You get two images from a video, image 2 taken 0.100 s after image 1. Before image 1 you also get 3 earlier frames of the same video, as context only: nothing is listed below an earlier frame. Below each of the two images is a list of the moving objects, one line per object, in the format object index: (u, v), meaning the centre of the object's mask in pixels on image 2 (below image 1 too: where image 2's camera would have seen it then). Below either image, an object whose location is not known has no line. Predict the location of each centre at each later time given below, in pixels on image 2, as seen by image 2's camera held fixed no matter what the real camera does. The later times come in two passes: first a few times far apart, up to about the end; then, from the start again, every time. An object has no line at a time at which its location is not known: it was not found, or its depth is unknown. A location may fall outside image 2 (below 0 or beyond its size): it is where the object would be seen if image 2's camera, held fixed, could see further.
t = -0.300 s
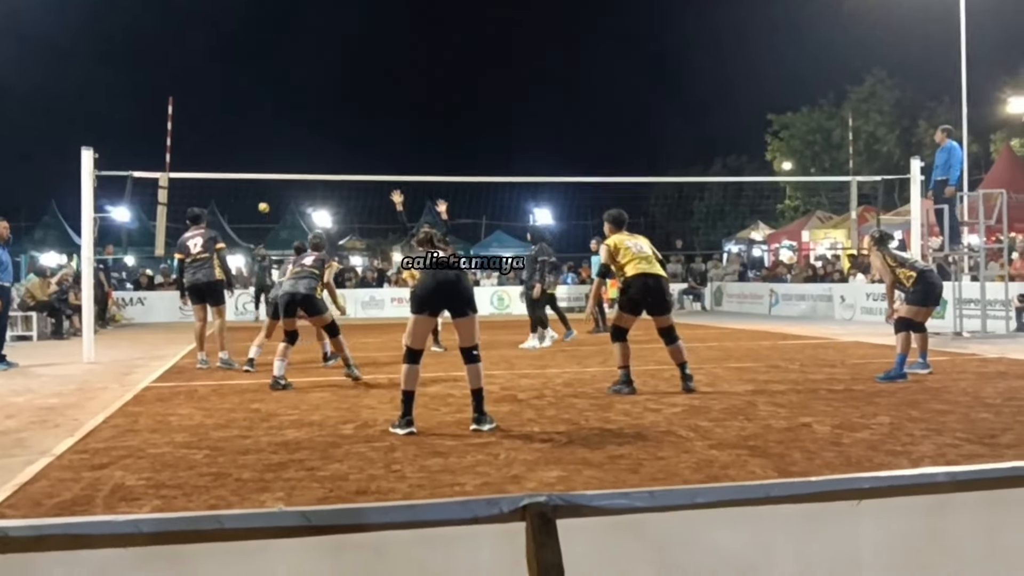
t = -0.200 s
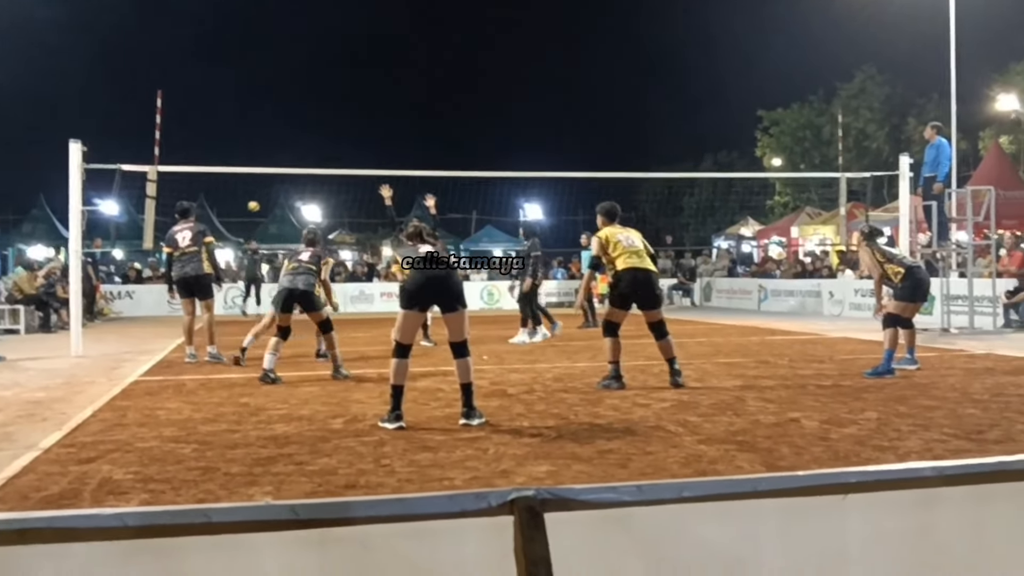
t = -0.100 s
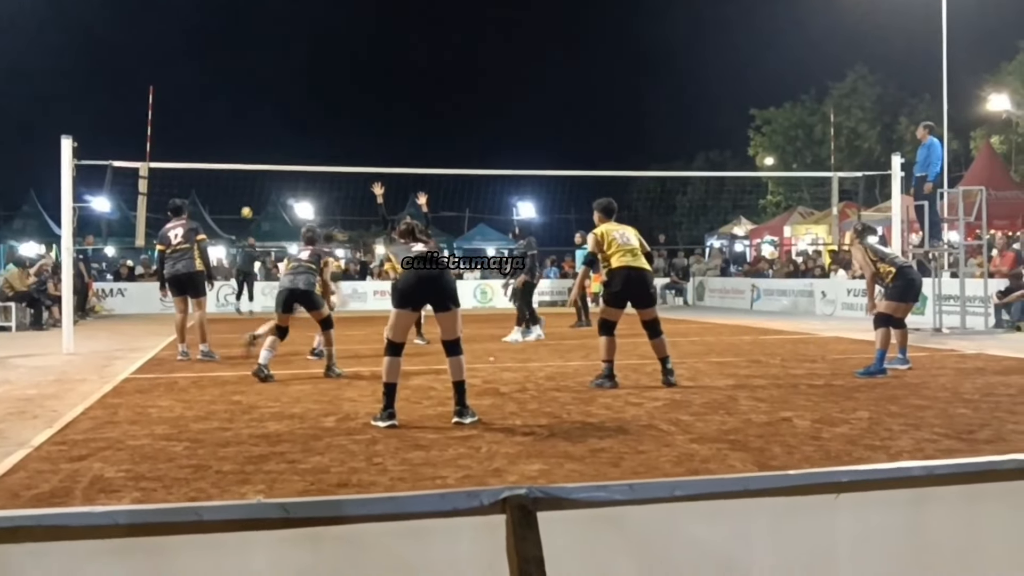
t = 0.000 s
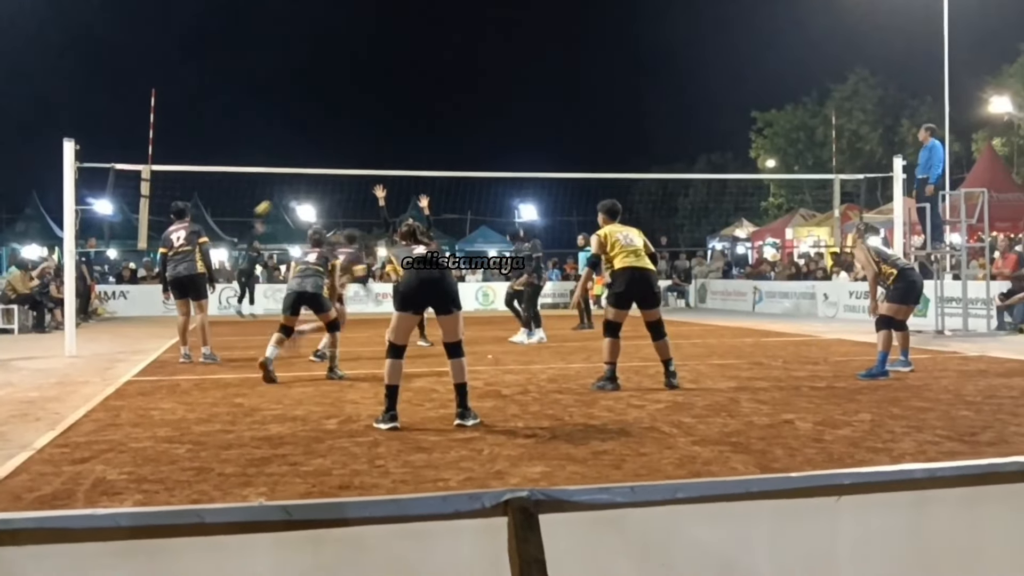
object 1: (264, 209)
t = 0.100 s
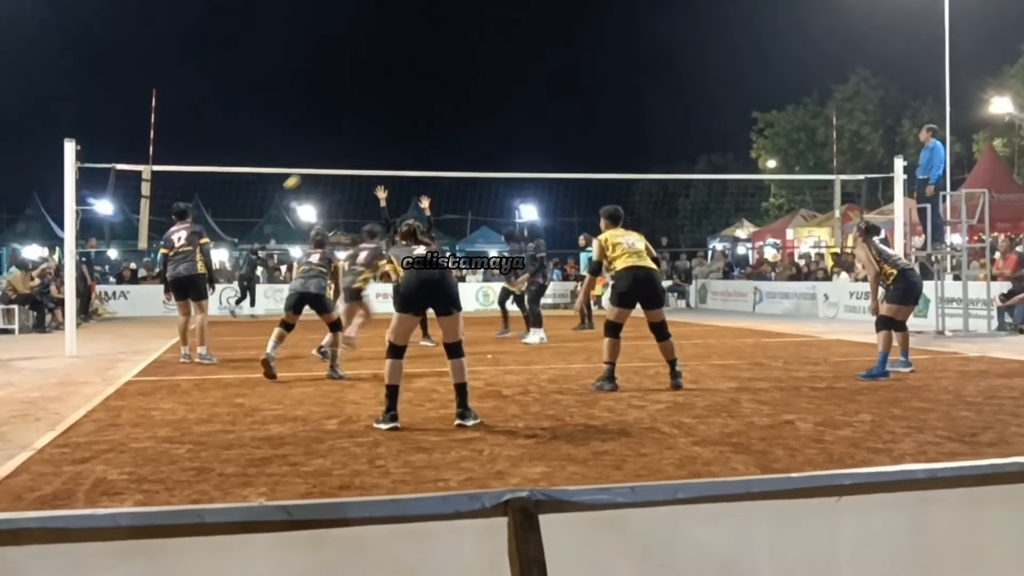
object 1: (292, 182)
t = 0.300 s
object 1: (358, 138)
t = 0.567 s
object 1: (458, 110)
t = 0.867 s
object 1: (599, 142)
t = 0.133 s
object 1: (303, 173)
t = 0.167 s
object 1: (314, 164)
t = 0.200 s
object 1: (324, 157)
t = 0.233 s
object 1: (336, 149)
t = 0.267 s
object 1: (346, 144)
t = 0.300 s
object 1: (358, 138)
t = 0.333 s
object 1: (371, 132)
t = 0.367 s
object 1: (382, 127)
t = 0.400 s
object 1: (393, 123)
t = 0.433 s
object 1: (407, 118)
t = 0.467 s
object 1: (419, 115)
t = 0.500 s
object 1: (431, 113)
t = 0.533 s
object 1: (446, 111)
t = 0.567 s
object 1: (458, 110)
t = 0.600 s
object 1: (471, 109)
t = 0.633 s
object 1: (486, 111)
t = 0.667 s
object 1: (499, 112)
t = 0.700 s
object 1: (514, 114)
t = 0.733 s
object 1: (531, 118)
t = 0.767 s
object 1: (546, 122)
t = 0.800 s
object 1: (564, 128)
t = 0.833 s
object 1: (583, 135)
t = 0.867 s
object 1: (599, 142)
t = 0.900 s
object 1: (620, 152)
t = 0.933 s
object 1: (639, 163)
